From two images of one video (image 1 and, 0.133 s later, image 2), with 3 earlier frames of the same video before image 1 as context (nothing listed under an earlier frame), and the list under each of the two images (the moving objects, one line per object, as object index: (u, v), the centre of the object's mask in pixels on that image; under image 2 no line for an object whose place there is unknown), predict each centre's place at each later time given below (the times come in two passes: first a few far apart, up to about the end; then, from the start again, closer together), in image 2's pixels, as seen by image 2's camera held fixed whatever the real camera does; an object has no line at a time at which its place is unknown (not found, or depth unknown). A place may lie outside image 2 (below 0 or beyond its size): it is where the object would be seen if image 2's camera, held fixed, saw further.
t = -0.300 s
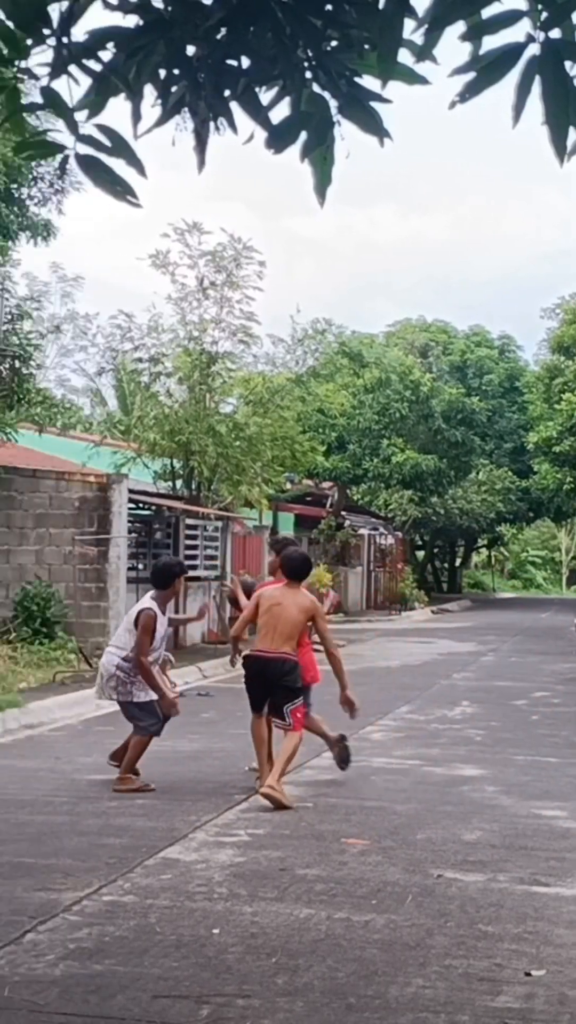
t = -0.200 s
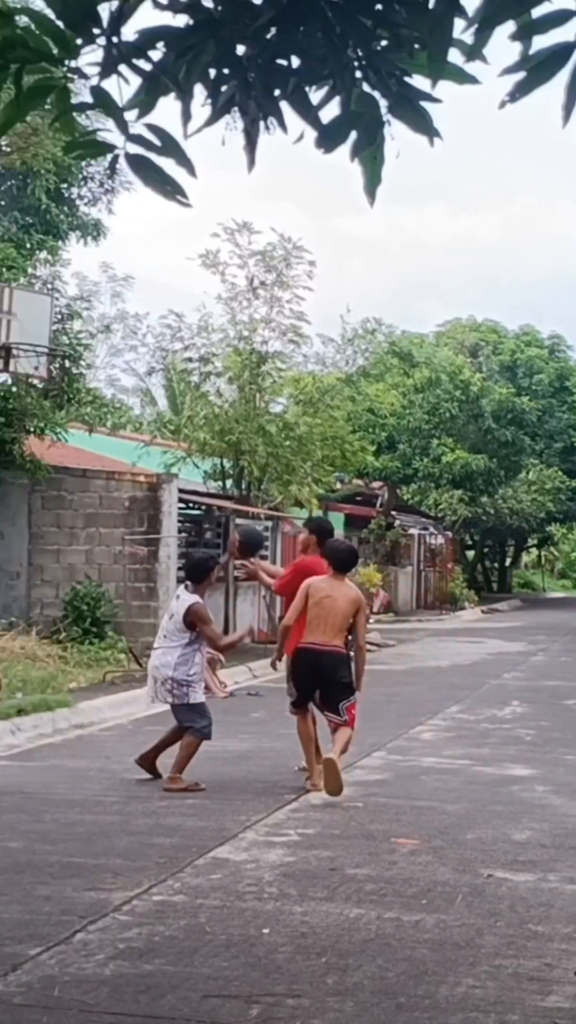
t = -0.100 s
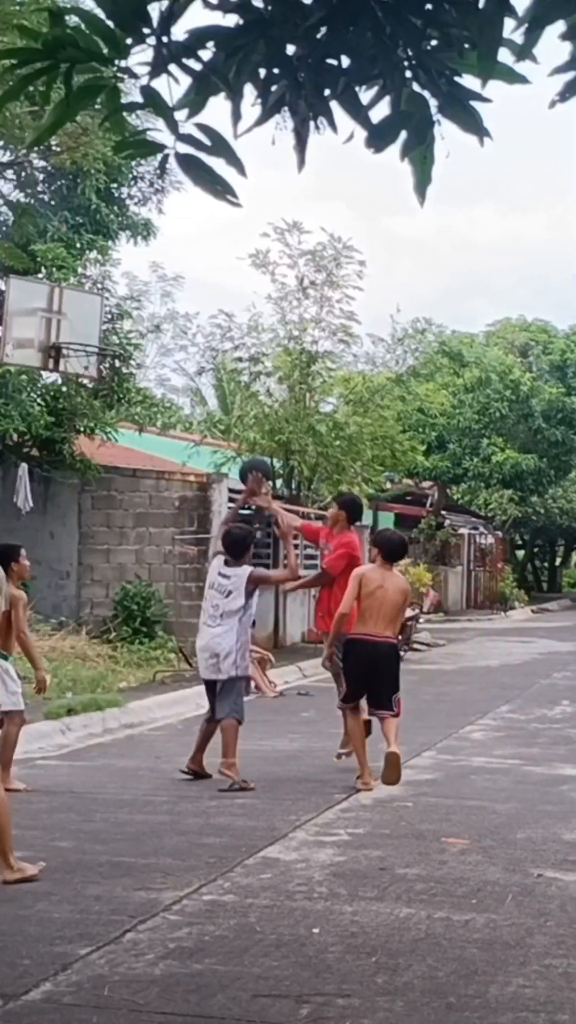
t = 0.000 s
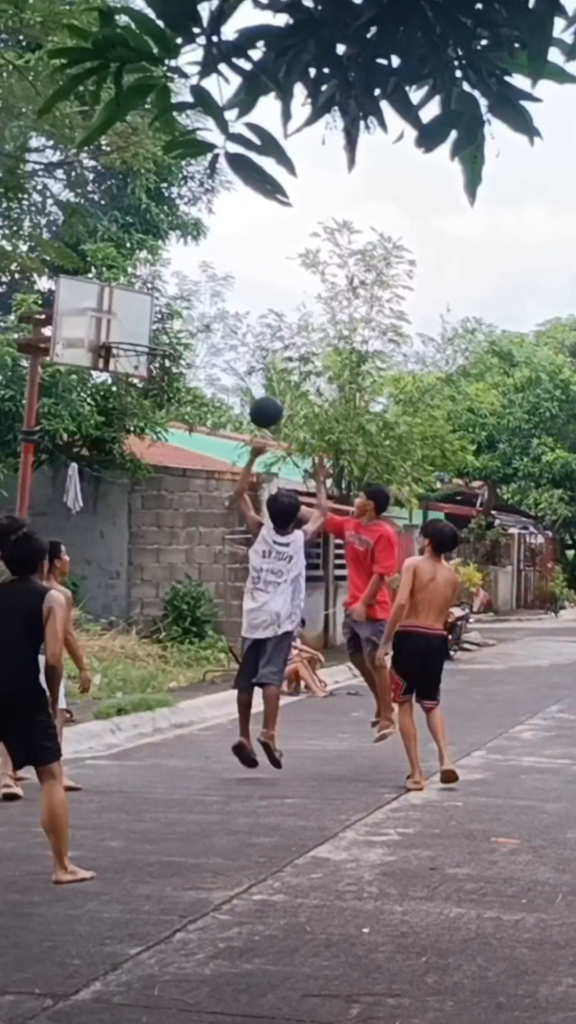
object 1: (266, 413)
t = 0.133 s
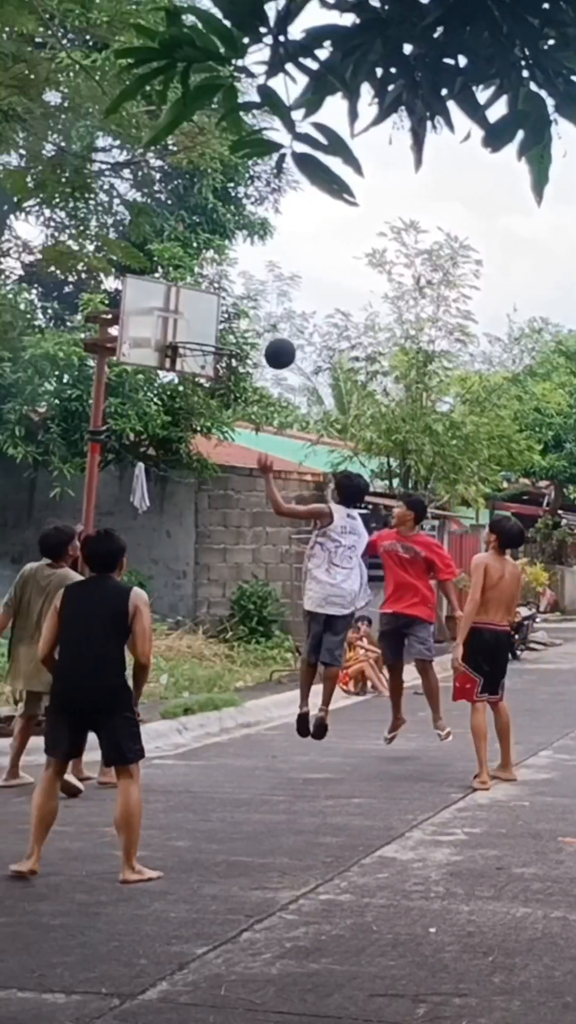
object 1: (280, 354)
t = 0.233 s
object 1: (242, 333)
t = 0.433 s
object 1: (211, 317)
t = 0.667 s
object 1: (193, 367)
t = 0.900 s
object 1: (201, 417)
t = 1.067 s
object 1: (204, 495)
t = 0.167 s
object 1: (267, 345)
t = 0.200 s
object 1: (255, 338)
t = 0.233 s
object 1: (242, 333)
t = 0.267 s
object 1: (230, 327)
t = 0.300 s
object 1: (220, 322)
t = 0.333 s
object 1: (218, 319)
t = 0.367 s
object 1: (216, 316)
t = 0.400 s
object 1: (213, 316)
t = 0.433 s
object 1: (211, 317)
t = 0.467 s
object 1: (208, 319)
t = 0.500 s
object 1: (206, 323)
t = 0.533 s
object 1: (203, 329)
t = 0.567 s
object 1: (201, 336)
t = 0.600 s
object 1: (198, 346)
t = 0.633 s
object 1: (196, 356)
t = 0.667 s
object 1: (193, 367)
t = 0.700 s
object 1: (194, 373)
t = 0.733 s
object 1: (196, 378)
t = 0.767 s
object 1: (197, 383)
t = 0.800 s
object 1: (199, 389)
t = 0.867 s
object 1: (200, 406)
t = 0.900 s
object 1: (201, 417)
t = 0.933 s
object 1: (201, 429)
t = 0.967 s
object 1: (202, 443)
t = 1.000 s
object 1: (202, 459)
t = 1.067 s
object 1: (204, 495)
